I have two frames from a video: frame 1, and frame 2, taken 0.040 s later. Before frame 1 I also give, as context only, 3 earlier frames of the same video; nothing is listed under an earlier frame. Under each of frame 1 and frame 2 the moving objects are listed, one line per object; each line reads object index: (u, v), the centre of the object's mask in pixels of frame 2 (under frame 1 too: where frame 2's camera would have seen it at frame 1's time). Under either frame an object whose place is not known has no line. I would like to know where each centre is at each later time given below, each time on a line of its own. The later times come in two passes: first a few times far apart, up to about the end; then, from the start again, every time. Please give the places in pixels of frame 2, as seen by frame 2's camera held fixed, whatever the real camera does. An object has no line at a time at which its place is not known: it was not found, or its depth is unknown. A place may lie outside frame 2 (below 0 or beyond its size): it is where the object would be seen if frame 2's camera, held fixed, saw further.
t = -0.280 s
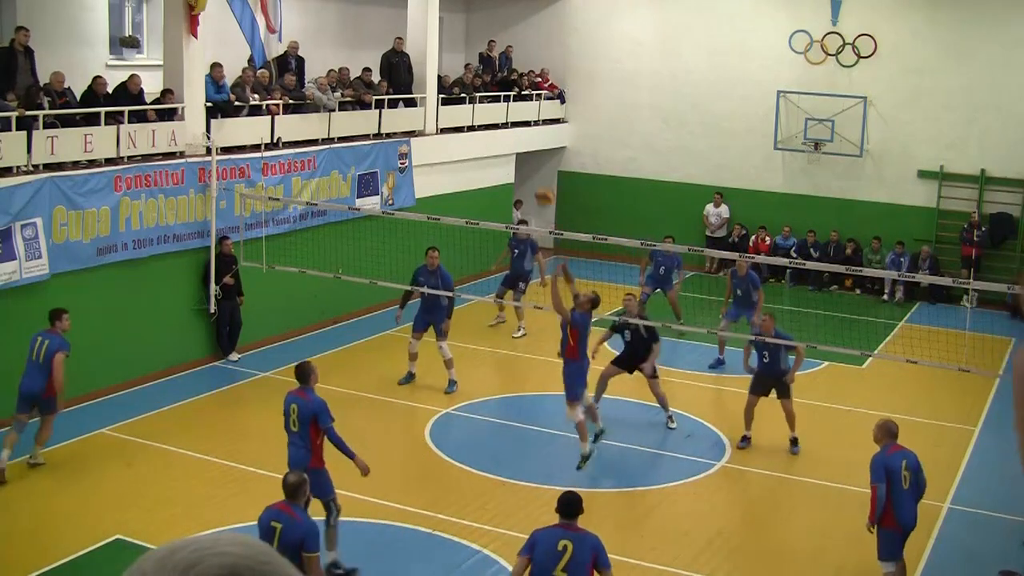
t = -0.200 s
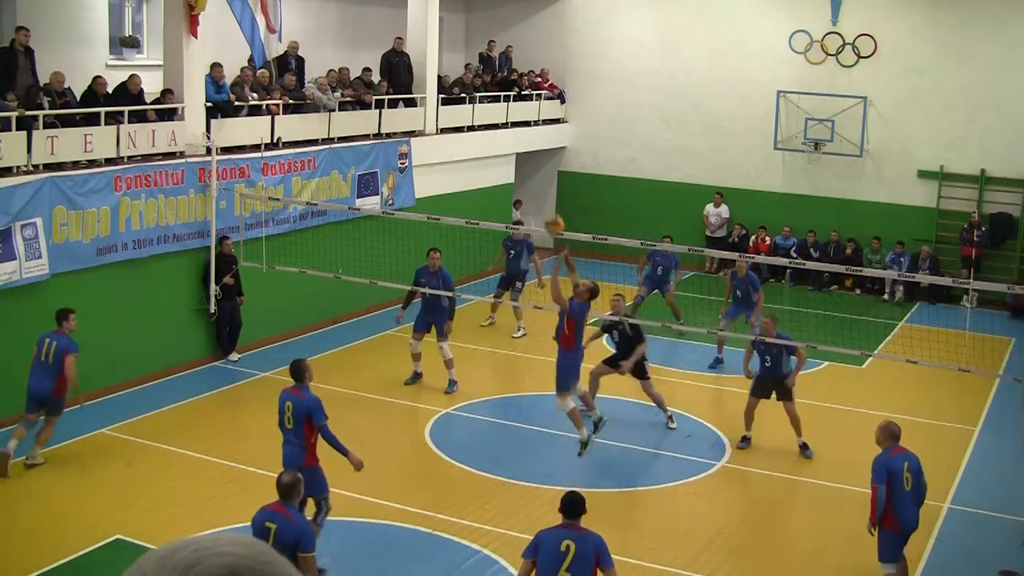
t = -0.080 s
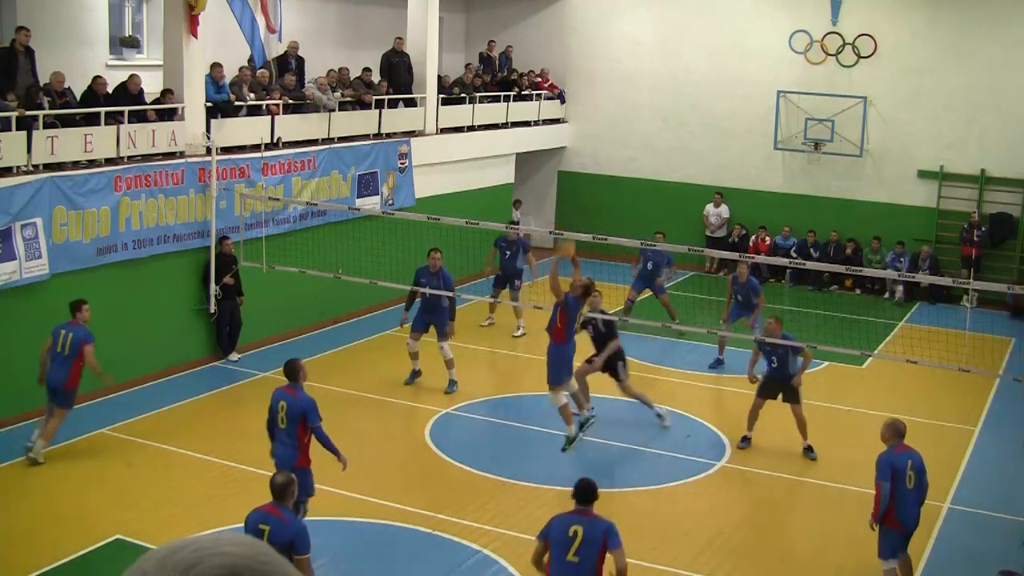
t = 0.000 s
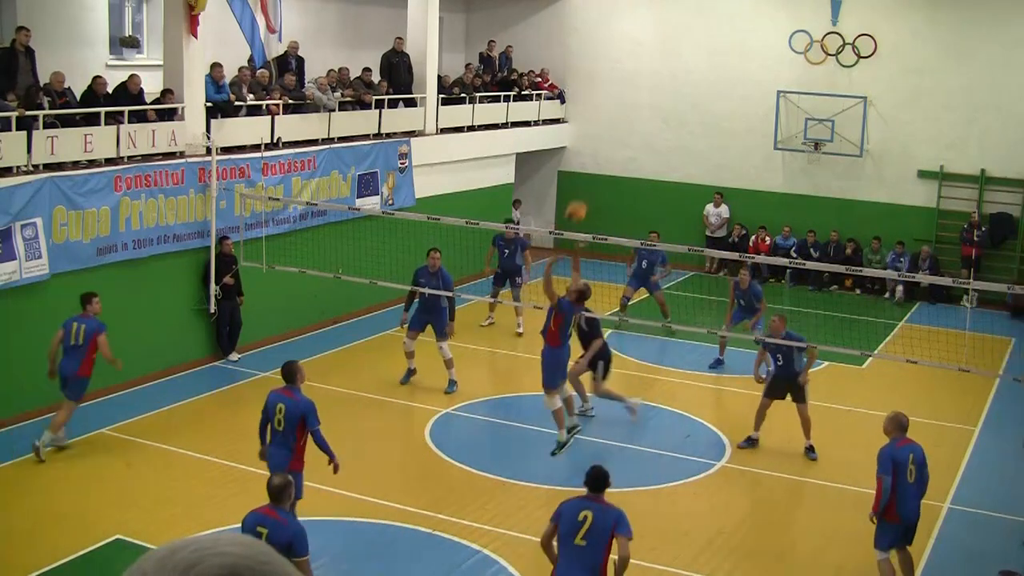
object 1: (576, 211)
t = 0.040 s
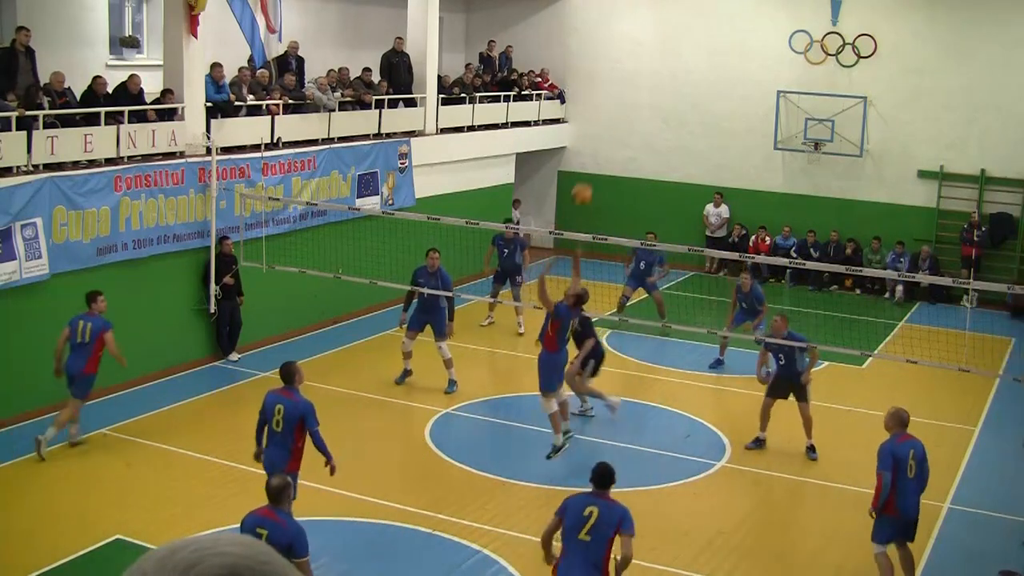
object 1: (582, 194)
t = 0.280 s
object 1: (615, 119)
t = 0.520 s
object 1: (646, 98)
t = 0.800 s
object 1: (681, 148)
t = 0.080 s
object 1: (588, 178)
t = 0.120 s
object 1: (593, 163)
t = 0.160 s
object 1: (599, 150)
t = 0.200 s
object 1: (604, 139)
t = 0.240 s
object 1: (609, 128)
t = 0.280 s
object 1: (615, 119)
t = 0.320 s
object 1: (620, 112)
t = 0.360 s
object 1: (625, 106)
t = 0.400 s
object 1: (631, 102)
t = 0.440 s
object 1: (636, 99)
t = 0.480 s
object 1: (641, 97)
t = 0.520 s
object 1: (646, 98)
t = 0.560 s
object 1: (651, 100)
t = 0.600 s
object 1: (656, 104)
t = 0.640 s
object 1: (661, 109)
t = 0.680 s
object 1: (666, 116)
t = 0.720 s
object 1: (671, 125)
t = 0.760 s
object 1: (676, 135)
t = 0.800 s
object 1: (681, 148)
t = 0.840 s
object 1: (686, 163)
